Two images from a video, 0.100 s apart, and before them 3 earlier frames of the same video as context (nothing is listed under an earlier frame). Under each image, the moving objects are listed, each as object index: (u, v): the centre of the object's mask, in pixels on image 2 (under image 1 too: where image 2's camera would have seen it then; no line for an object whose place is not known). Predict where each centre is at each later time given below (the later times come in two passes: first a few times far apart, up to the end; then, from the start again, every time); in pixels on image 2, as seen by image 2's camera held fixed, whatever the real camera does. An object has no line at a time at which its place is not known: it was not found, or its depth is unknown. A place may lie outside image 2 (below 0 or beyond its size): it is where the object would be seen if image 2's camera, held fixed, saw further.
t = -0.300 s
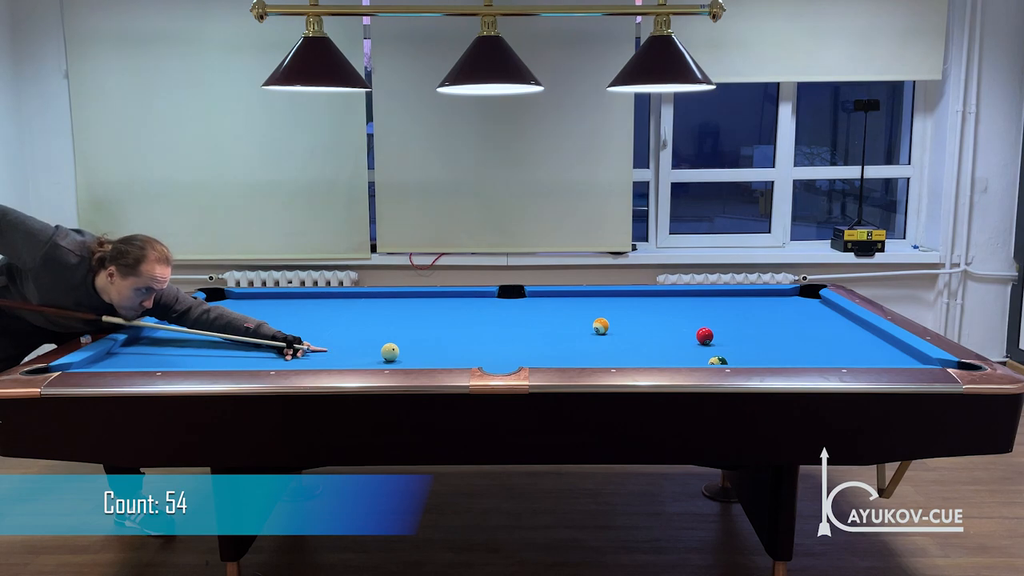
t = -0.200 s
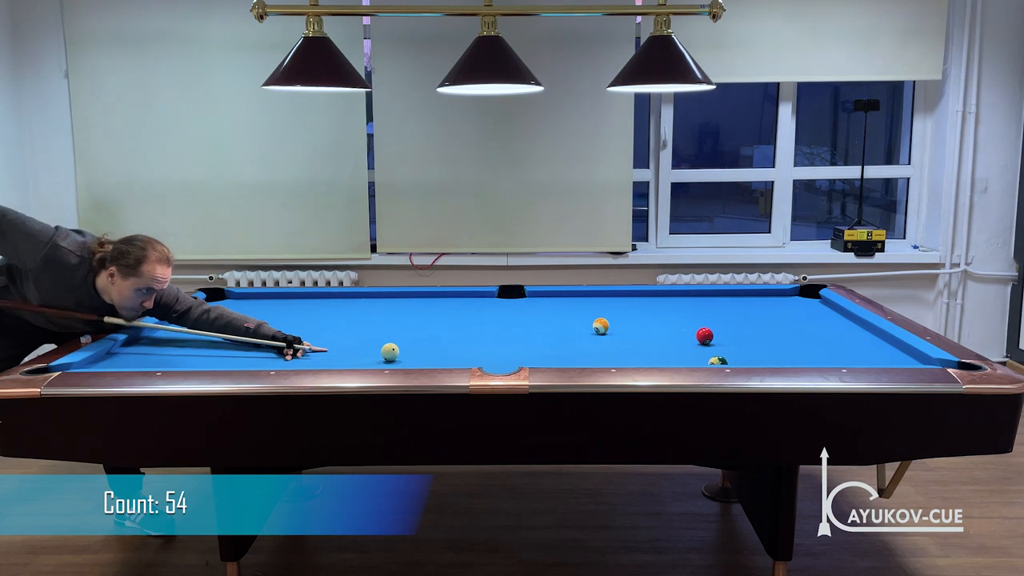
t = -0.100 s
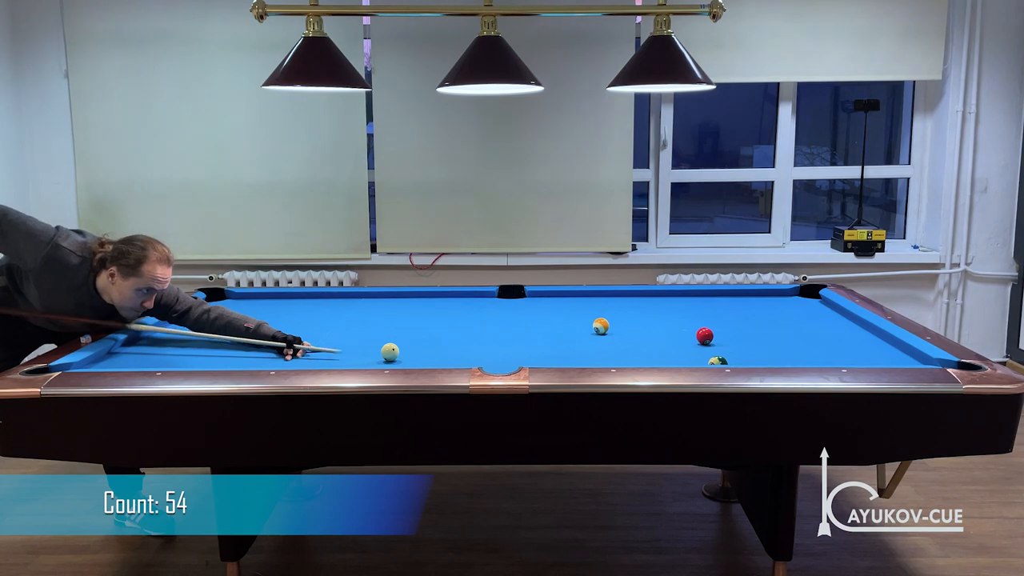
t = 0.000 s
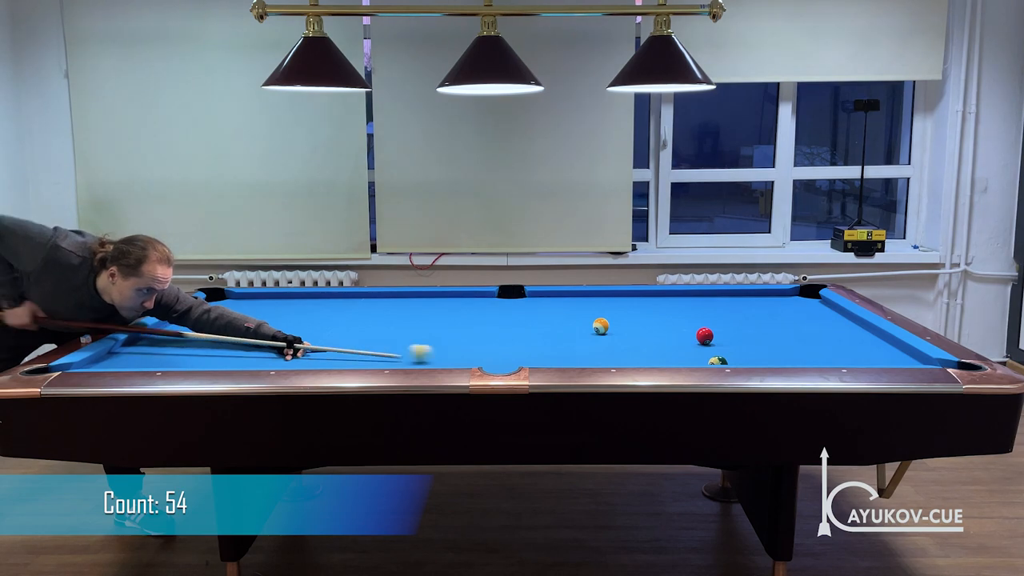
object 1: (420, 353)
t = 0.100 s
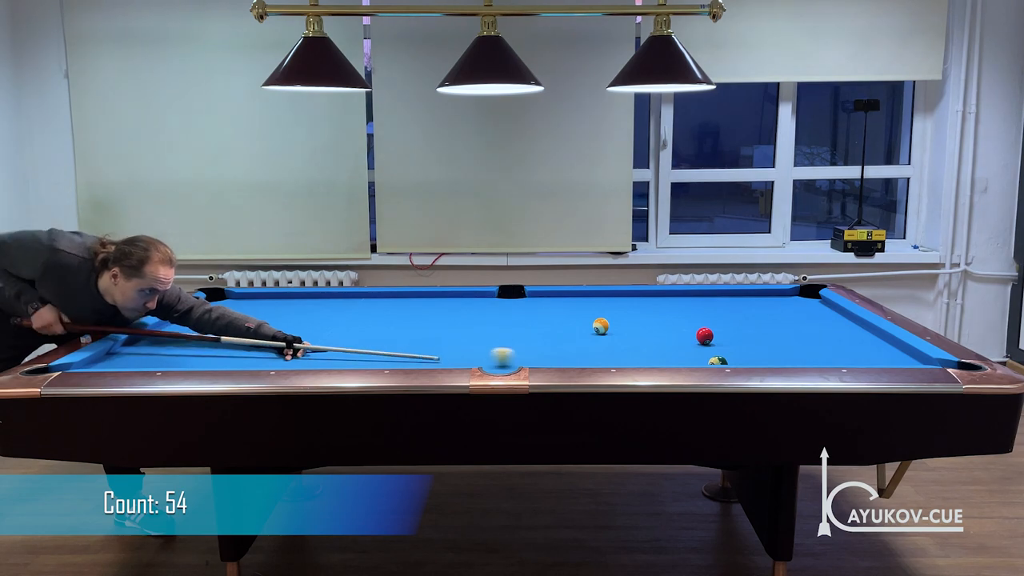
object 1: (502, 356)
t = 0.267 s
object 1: (631, 358)
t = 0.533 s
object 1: (696, 360)
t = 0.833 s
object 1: (692, 357)
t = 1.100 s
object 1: (689, 354)
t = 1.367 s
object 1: (687, 351)
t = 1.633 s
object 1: (686, 348)
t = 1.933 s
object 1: (685, 346)
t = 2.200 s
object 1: (684, 344)
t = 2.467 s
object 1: (684, 343)
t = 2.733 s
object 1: (685, 342)
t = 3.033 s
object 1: (685, 341)
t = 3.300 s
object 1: (685, 341)
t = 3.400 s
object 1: (685, 341)
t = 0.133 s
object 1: (529, 356)
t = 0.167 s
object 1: (555, 357)
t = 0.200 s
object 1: (580, 357)
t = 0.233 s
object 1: (605, 358)
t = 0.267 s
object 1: (631, 358)
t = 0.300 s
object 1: (656, 359)
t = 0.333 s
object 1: (680, 360)
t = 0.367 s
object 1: (698, 361)
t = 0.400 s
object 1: (698, 361)
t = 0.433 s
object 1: (698, 360)
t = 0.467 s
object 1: (697, 360)
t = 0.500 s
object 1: (697, 360)
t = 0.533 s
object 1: (696, 360)
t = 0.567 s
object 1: (696, 359)
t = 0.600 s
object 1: (695, 359)
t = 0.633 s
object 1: (694, 358)
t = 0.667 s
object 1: (694, 358)
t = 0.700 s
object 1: (693, 358)
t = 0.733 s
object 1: (693, 358)
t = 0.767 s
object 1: (693, 357)
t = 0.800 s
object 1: (692, 357)
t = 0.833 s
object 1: (692, 357)
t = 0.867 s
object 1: (691, 356)
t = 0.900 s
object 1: (691, 356)
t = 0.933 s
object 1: (691, 356)
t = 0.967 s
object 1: (690, 355)
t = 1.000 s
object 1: (690, 355)
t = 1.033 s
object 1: (690, 355)
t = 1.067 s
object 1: (689, 355)
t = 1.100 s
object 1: (689, 354)
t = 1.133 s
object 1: (689, 354)
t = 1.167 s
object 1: (688, 354)
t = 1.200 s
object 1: (688, 353)
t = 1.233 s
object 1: (688, 353)
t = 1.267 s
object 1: (688, 352)
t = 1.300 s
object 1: (688, 352)
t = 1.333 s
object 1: (688, 351)
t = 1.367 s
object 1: (687, 351)
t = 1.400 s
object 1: (687, 351)
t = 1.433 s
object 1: (687, 350)
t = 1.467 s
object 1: (687, 350)
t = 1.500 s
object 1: (686, 350)
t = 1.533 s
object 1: (686, 349)
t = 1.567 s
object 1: (686, 349)
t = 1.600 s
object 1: (686, 349)
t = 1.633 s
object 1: (686, 348)
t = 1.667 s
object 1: (686, 348)
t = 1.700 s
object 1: (685, 348)
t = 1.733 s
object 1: (685, 347)
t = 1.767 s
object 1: (685, 347)
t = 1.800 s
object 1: (685, 347)
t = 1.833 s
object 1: (685, 347)
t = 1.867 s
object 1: (685, 346)
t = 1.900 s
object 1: (685, 346)
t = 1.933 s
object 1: (685, 346)
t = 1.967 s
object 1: (684, 345)
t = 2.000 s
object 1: (684, 345)
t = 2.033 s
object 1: (684, 345)
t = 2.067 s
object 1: (684, 345)
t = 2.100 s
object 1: (684, 345)
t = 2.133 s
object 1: (684, 344)
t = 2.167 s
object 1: (684, 344)
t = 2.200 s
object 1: (684, 344)
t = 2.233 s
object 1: (684, 344)
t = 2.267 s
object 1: (684, 344)
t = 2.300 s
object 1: (684, 343)
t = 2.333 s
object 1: (684, 343)
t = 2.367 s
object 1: (684, 343)
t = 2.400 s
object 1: (684, 343)
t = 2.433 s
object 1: (684, 343)
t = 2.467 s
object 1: (684, 343)
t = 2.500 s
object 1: (684, 342)
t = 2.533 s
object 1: (684, 342)
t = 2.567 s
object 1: (685, 342)
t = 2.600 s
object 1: (685, 342)
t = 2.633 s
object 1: (685, 342)
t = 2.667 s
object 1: (685, 342)
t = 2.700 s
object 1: (685, 342)
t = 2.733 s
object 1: (685, 342)
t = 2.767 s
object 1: (685, 342)
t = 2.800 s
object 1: (685, 341)
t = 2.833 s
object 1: (685, 342)
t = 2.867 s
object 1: (685, 341)
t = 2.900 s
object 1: (685, 342)
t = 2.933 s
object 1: (685, 341)
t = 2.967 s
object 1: (685, 341)
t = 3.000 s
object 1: (685, 341)
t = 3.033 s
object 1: (685, 341)
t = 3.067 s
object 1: (685, 341)
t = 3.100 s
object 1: (685, 341)
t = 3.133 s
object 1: (685, 341)
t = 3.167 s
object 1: (685, 341)
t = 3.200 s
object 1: (685, 341)
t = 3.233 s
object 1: (685, 341)
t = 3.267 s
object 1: (685, 341)
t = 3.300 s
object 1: (685, 341)
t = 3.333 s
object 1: (685, 341)
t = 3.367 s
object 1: (685, 341)
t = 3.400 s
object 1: (685, 341)
